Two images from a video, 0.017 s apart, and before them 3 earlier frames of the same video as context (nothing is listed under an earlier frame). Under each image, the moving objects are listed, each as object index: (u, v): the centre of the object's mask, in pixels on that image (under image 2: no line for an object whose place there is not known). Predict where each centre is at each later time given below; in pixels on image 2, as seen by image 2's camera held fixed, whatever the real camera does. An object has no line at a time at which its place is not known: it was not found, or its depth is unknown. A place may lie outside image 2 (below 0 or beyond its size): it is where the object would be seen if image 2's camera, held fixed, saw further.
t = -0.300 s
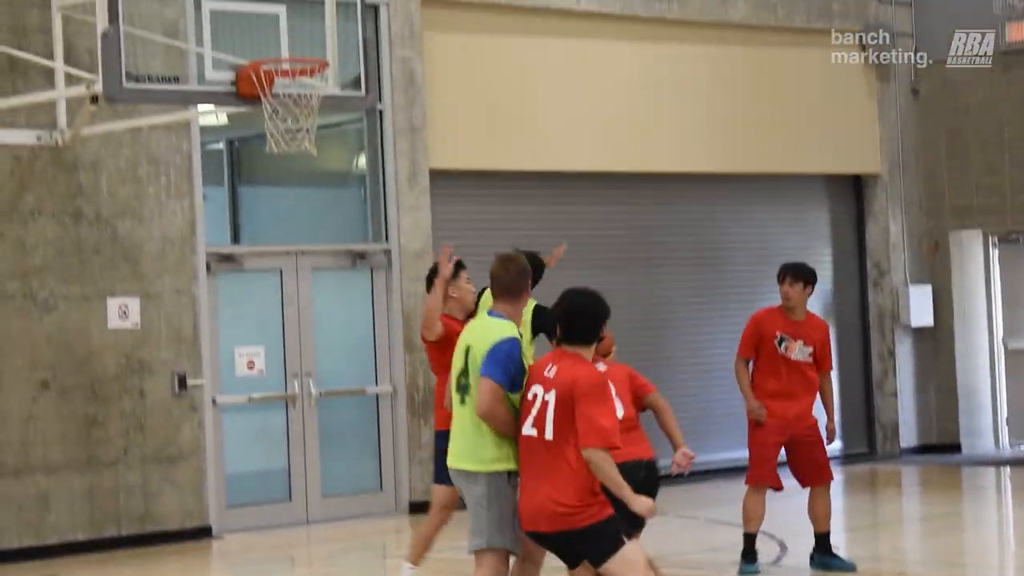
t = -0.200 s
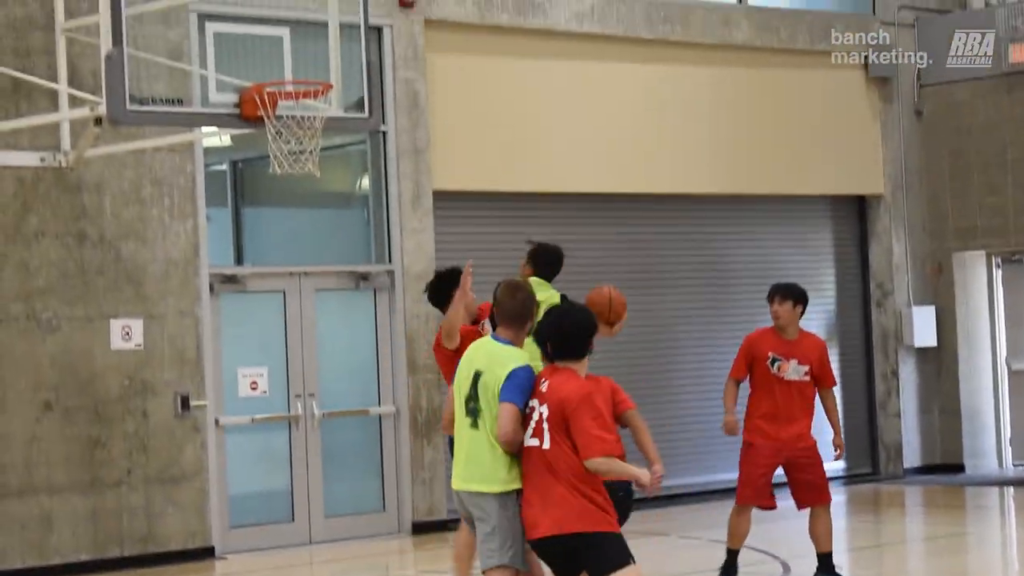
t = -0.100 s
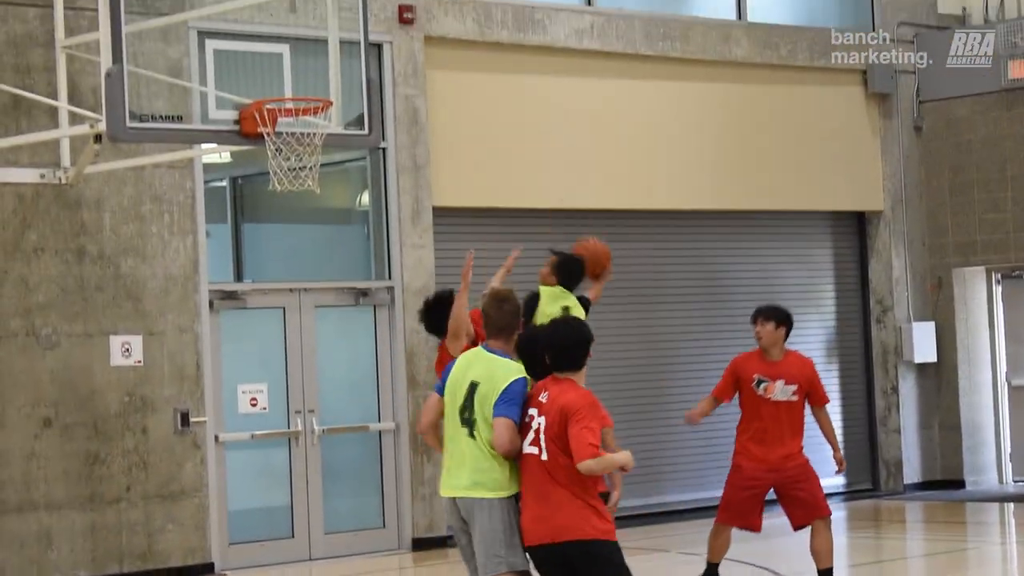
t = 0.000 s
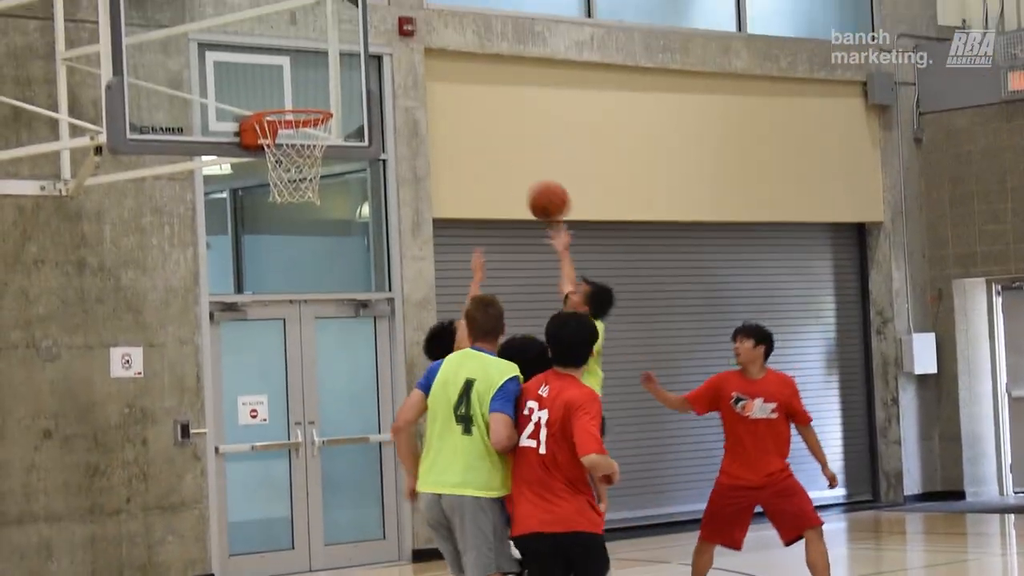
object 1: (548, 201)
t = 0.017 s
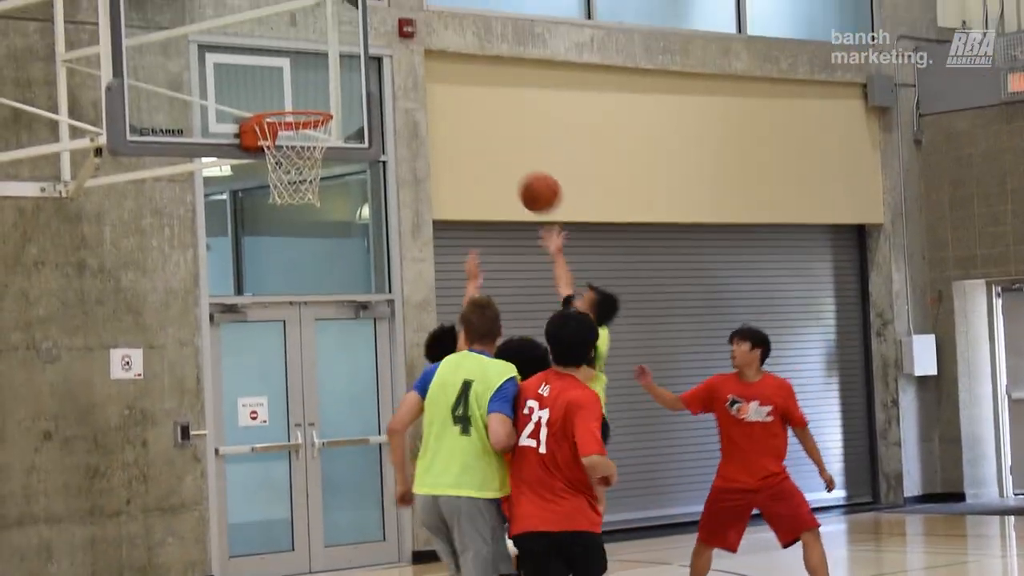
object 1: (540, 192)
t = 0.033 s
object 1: (531, 182)
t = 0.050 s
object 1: (521, 172)
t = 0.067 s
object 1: (513, 163)
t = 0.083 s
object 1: (504, 154)
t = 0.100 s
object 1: (495, 146)
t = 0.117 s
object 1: (487, 138)
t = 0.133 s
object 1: (478, 130)
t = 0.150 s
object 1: (470, 124)
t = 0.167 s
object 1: (461, 117)
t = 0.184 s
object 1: (452, 111)
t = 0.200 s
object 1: (444, 106)
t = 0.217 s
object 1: (435, 101)
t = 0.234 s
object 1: (426, 95)
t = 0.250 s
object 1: (418, 92)
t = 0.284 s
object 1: (402, 85)
